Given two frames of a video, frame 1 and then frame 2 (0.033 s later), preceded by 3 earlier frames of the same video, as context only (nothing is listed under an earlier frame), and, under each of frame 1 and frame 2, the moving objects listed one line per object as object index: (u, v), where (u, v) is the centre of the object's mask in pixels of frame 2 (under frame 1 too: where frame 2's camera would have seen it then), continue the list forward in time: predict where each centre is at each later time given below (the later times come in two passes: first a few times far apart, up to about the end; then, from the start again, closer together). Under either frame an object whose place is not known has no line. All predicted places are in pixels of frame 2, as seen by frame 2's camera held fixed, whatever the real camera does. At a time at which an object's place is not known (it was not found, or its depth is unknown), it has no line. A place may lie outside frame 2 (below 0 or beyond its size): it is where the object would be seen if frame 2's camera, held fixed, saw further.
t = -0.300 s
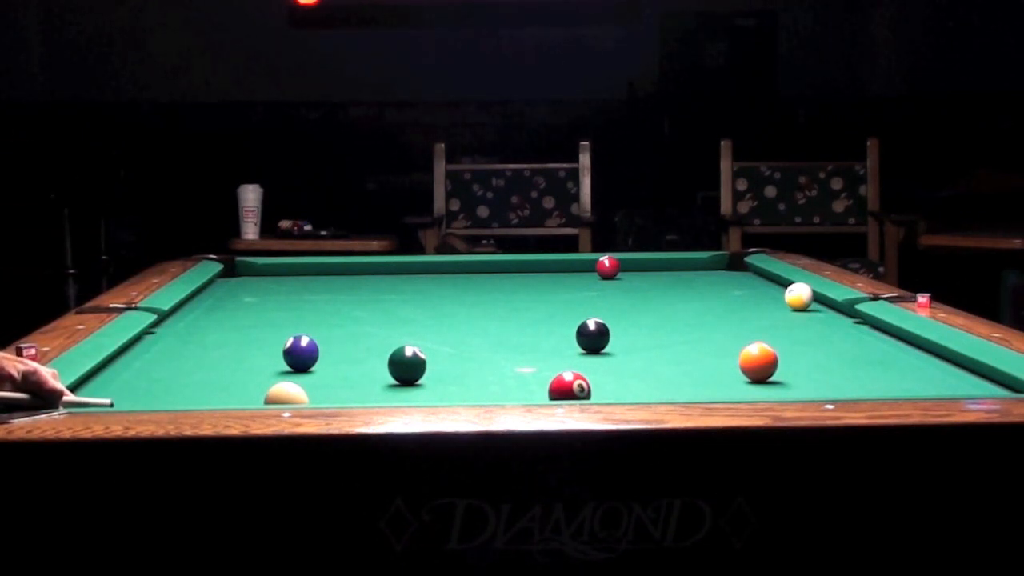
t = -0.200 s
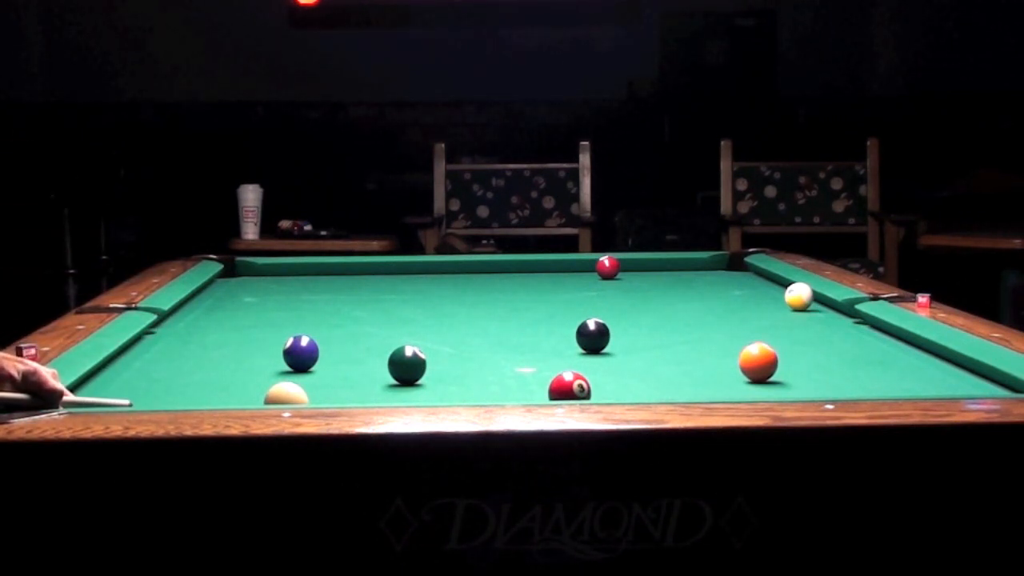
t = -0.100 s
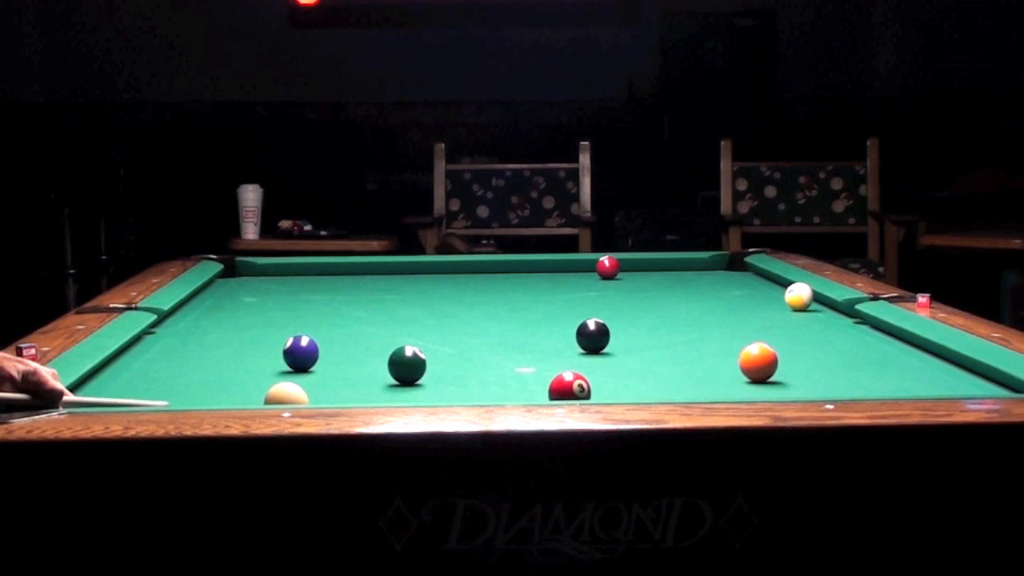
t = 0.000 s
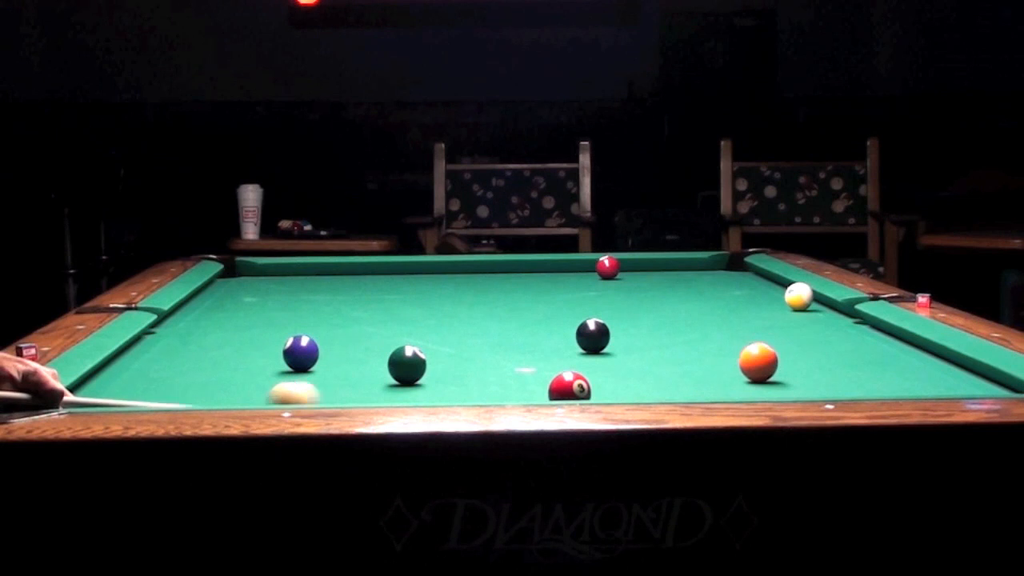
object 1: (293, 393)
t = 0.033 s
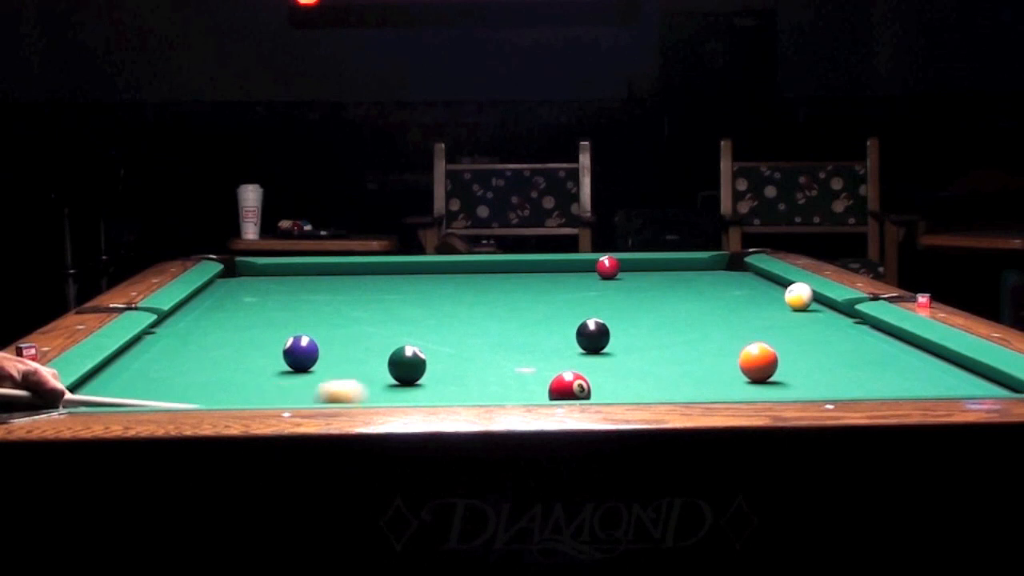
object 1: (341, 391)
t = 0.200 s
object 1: (527, 385)
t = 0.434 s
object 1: (520, 382)
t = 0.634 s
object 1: (514, 377)
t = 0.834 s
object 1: (508, 372)
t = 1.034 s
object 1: (502, 366)
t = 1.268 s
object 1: (496, 361)
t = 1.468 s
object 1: (491, 357)
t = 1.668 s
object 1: (486, 353)
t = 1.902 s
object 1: (481, 349)
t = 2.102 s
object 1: (477, 347)
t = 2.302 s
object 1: (473, 344)
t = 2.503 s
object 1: (469, 342)
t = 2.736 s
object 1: (465, 340)
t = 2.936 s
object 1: (463, 339)
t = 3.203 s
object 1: (454, 336)
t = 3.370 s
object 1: (455, 335)
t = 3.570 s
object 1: (453, 335)
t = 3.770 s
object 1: (451, 334)
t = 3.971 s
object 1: (451, 334)
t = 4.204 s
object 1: (450, 333)
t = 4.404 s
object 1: (449, 333)
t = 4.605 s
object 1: (449, 333)
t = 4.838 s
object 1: (449, 333)
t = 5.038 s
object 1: (449, 333)
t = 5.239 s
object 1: (449, 333)
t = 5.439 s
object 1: (449, 333)
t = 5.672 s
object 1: (450, 333)
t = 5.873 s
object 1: (449, 333)
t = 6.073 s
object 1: (450, 333)
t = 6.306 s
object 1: (450, 333)
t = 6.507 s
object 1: (449, 333)
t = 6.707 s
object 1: (449, 333)
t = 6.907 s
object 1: (449, 333)
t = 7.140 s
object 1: (450, 333)
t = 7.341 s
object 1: (449, 333)
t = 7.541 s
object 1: (449, 333)
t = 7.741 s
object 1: (449, 333)
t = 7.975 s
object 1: (449, 333)
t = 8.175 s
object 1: (449, 333)
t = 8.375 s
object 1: (450, 333)
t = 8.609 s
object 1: (449, 333)
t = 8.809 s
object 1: (449, 333)
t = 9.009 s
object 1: (449, 333)
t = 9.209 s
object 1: (450, 333)
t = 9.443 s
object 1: (449, 333)
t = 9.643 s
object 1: (449, 333)
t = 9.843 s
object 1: (449, 333)
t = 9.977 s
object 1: (449, 333)
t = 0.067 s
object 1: (386, 390)
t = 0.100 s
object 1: (430, 388)
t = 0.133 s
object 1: (471, 387)
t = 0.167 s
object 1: (508, 386)
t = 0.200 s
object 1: (527, 385)
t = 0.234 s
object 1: (527, 385)
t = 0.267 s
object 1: (526, 384)
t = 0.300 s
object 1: (525, 384)
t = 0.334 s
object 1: (524, 384)
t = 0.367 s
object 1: (523, 383)
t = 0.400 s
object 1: (522, 382)
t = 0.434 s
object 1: (520, 382)
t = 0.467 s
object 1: (519, 381)
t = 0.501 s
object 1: (518, 380)
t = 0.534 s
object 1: (517, 380)
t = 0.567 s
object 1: (516, 379)
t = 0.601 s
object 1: (515, 378)
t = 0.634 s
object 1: (514, 377)
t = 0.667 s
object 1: (513, 376)
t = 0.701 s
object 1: (512, 375)
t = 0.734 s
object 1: (511, 374)
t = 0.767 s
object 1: (510, 373)
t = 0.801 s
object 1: (509, 372)
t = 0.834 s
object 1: (508, 372)
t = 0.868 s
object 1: (507, 371)
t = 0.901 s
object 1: (505, 370)
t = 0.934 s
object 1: (505, 369)
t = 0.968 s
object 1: (504, 368)
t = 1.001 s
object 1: (503, 367)
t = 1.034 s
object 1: (502, 366)
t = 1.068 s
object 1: (501, 365)
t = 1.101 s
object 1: (500, 365)
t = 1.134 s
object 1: (499, 364)
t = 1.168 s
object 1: (498, 363)
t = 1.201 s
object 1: (498, 363)
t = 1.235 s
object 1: (497, 362)
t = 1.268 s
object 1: (496, 361)
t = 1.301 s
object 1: (495, 360)
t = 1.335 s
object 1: (494, 360)
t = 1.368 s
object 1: (494, 359)
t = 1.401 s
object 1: (493, 358)
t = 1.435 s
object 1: (492, 357)
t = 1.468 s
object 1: (491, 357)
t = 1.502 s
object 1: (490, 356)
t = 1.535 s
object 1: (489, 356)
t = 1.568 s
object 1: (489, 355)
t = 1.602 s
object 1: (488, 355)
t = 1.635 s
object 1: (487, 354)
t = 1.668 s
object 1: (486, 353)
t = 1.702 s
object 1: (485, 353)
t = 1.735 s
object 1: (484, 352)
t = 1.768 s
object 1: (484, 352)
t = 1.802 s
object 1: (483, 351)
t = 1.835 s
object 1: (482, 351)
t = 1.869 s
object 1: (481, 350)
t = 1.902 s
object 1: (481, 349)
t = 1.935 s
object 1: (480, 349)
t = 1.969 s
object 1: (479, 349)
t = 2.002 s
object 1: (478, 348)
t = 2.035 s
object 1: (478, 348)
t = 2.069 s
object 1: (477, 347)
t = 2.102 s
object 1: (477, 347)
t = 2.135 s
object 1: (476, 346)
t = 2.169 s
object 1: (475, 346)
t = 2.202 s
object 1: (475, 345)
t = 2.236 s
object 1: (474, 345)
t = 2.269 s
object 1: (473, 345)
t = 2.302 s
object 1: (473, 344)
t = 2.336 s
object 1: (472, 344)
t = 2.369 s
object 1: (472, 343)
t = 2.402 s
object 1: (471, 343)
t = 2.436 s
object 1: (470, 343)
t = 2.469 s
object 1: (470, 342)
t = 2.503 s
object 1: (469, 342)
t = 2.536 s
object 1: (469, 342)
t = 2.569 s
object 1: (468, 341)
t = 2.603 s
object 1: (468, 341)
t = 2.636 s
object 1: (467, 341)
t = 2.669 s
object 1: (467, 340)
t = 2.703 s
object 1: (466, 340)
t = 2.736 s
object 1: (465, 340)
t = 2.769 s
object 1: (465, 339)
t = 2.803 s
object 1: (464, 339)
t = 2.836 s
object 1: (464, 339)
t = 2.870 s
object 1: (463, 339)
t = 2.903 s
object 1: (462, 338)
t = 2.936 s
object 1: (463, 339)
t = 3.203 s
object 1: (454, 336)
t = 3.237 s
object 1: (457, 336)
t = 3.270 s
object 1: (456, 336)
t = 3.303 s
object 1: (456, 335)
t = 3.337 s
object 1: (456, 336)
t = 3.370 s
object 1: (455, 335)
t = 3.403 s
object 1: (455, 335)
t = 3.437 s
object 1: (454, 335)
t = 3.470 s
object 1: (454, 335)
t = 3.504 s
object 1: (453, 335)
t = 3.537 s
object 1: (453, 335)
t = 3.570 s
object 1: (453, 335)
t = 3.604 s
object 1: (452, 334)
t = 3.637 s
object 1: (452, 334)
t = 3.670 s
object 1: (452, 334)
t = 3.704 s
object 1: (452, 334)
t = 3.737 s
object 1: (451, 334)
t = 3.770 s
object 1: (451, 334)
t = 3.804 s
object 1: (451, 334)
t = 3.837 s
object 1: (451, 334)
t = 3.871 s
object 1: (451, 334)
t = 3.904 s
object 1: (451, 334)
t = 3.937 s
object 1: (451, 334)
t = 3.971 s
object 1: (451, 334)
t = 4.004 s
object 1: (451, 334)
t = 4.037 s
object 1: (450, 333)
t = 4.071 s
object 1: (450, 333)
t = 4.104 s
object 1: (450, 333)
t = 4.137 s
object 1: (450, 333)
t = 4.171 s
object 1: (450, 333)
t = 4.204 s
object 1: (450, 333)
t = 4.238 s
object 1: (450, 333)
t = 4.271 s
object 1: (449, 333)
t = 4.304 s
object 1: (449, 333)
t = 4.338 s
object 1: (449, 333)
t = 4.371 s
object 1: (449, 333)
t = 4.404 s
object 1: (449, 333)
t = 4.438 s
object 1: (449, 333)
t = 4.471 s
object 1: (449, 333)
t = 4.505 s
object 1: (449, 333)
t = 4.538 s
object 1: (449, 333)
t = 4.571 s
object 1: (449, 333)
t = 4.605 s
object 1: (449, 333)
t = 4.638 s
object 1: (449, 333)
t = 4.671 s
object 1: (449, 333)
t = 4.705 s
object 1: (449, 333)
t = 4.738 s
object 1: (449, 333)
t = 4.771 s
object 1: (449, 333)
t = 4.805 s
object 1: (449, 333)
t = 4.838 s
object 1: (449, 333)
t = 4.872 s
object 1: (449, 333)
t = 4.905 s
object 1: (449, 333)
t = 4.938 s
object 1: (449, 333)
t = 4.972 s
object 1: (449, 333)
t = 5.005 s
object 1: (449, 333)
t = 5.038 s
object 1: (449, 333)
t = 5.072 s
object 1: (449, 333)
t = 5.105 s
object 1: (449, 333)
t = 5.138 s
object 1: (449, 333)
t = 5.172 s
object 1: (449, 333)
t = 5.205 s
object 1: (449, 333)
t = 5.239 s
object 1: (449, 333)
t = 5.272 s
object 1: (449, 333)
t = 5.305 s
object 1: (449, 333)
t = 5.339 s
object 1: (450, 333)
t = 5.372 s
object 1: (449, 333)
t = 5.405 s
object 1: (449, 333)
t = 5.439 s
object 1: (449, 333)
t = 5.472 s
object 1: (449, 333)
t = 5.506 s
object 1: (450, 333)
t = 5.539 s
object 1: (449, 333)
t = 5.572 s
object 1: (450, 333)
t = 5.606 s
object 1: (449, 333)
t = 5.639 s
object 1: (449, 333)
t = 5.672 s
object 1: (450, 333)
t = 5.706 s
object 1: (449, 333)
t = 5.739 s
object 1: (450, 333)
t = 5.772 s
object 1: (450, 333)
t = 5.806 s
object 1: (450, 333)
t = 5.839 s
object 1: (450, 333)
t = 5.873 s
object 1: (449, 333)
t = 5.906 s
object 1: (449, 333)
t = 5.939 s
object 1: (449, 333)
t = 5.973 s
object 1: (450, 333)
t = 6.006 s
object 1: (450, 333)
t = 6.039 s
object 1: (450, 333)
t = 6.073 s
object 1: (450, 333)
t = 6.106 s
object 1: (450, 333)
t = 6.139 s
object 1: (449, 333)
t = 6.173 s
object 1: (449, 333)
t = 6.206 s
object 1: (450, 333)
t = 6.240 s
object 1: (449, 333)
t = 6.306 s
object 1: (450, 333)
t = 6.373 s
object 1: (450, 333)
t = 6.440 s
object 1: (450, 333)
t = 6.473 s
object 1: (450, 333)
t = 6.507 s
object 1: (449, 333)
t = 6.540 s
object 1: (450, 333)
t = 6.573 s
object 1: (449, 333)
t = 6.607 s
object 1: (449, 333)
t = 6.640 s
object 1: (450, 333)
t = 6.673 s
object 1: (449, 333)
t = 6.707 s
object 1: (449, 333)
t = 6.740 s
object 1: (449, 333)
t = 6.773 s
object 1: (449, 333)
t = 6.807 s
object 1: (449, 333)
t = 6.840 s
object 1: (449, 333)
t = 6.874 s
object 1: (450, 333)
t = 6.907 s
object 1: (449, 333)
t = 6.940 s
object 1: (449, 333)
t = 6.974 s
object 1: (449, 333)
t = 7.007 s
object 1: (449, 333)
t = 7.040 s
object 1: (449, 333)
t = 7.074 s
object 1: (450, 333)
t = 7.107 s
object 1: (450, 333)
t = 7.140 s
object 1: (450, 333)
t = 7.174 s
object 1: (449, 333)
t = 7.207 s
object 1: (449, 333)
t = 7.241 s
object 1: (449, 333)
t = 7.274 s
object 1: (449, 333)
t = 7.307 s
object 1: (449, 333)
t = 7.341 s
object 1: (449, 333)
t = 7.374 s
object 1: (449, 333)
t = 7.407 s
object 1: (450, 333)
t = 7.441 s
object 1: (450, 333)
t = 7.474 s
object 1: (449, 333)
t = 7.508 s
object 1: (449, 333)
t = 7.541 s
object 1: (449, 333)
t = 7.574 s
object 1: (449, 333)
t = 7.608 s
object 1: (449, 333)
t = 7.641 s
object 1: (449, 333)
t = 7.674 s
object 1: (449, 333)
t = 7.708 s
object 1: (449, 333)
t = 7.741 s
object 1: (449, 333)
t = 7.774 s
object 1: (449, 333)
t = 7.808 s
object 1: (449, 333)
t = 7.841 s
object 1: (449, 333)
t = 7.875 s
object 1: (449, 333)
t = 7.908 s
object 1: (449, 333)
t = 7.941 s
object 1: (449, 333)
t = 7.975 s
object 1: (449, 333)
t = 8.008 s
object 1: (449, 333)
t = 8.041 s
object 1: (449, 333)
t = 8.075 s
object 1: (449, 333)
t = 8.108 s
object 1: (449, 333)
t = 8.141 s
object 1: (449, 333)
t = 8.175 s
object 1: (449, 333)
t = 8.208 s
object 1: (449, 333)
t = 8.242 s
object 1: (449, 333)
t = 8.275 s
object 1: (449, 333)
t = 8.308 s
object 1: (449, 333)
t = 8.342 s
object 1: (449, 333)
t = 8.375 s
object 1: (450, 333)
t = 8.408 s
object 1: (449, 333)
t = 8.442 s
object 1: (449, 333)
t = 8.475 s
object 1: (449, 333)
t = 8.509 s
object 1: (449, 333)
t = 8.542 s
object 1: (449, 333)
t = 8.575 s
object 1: (449, 333)
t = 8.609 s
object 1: (449, 333)
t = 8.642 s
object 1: (449, 333)
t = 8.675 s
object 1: (449, 333)
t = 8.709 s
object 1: (449, 333)
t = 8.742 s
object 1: (449, 333)
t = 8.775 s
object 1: (449, 333)
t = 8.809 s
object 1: (449, 333)
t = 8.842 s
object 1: (449, 333)
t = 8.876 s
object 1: (449, 333)
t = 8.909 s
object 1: (449, 333)
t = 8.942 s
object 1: (449, 333)
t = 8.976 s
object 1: (449, 333)
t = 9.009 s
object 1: (449, 333)
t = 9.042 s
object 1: (449, 333)
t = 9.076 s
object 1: (449, 333)
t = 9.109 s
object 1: (449, 333)
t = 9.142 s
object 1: (449, 333)
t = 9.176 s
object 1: (449, 333)
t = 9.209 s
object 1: (450, 333)
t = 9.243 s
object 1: (449, 333)
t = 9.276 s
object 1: (449, 333)
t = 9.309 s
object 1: (449, 333)
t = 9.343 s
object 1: (449, 333)
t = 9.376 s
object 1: (449, 333)
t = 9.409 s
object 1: (449, 333)
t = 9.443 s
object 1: (449, 333)
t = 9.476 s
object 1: (449, 333)
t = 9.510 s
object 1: (449, 333)
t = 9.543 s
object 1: (449, 333)
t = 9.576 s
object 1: (449, 333)
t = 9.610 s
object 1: (449, 333)
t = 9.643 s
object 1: (449, 333)
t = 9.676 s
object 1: (449, 333)
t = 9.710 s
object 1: (449, 333)
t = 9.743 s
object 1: (449, 333)
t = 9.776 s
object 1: (450, 333)
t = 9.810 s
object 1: (449, 333)
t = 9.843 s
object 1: (449, 333)
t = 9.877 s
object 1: (450, 333)
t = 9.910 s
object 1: (450, 333)
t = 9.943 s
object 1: (449, 333)
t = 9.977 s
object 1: (449, 333)
